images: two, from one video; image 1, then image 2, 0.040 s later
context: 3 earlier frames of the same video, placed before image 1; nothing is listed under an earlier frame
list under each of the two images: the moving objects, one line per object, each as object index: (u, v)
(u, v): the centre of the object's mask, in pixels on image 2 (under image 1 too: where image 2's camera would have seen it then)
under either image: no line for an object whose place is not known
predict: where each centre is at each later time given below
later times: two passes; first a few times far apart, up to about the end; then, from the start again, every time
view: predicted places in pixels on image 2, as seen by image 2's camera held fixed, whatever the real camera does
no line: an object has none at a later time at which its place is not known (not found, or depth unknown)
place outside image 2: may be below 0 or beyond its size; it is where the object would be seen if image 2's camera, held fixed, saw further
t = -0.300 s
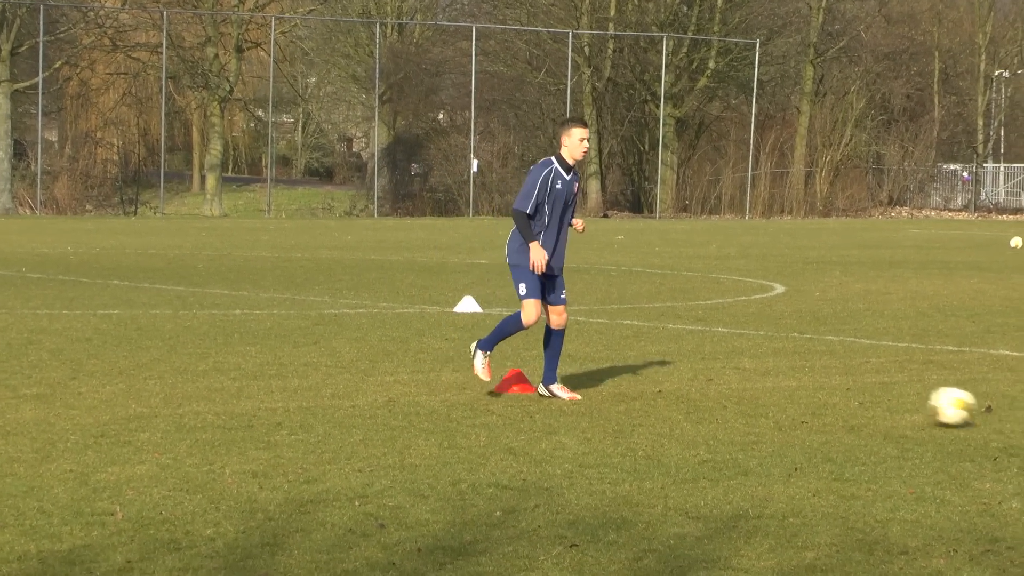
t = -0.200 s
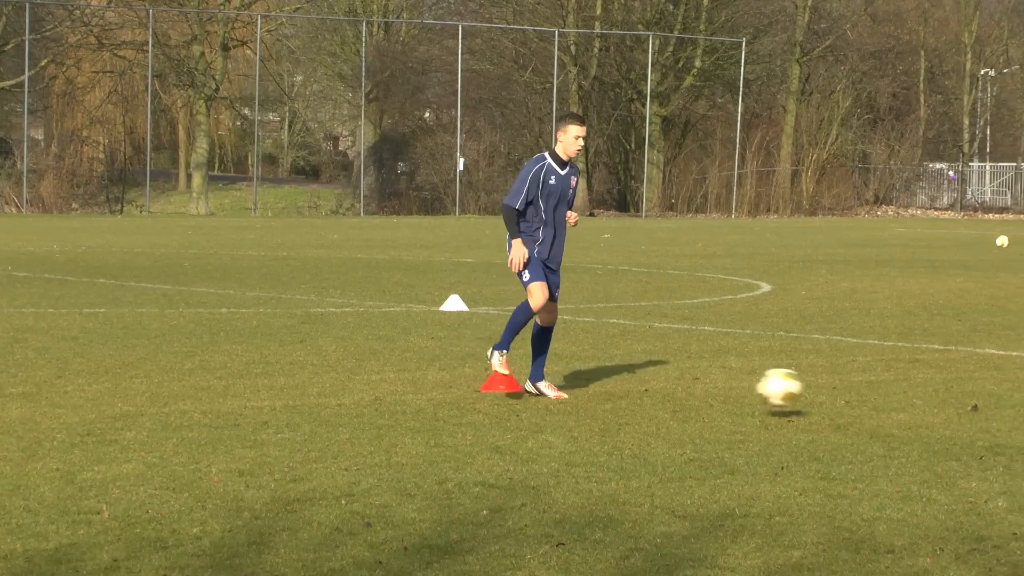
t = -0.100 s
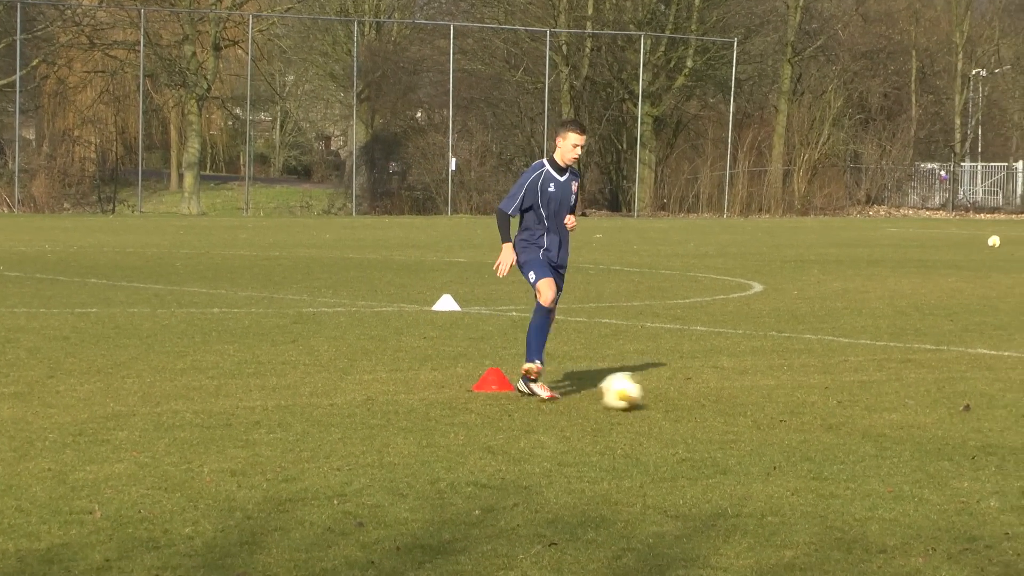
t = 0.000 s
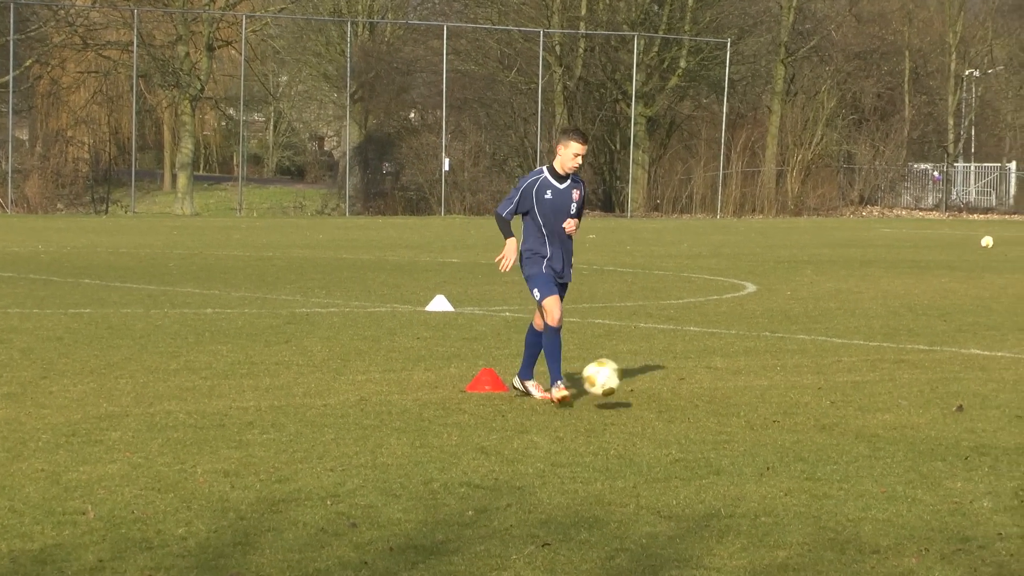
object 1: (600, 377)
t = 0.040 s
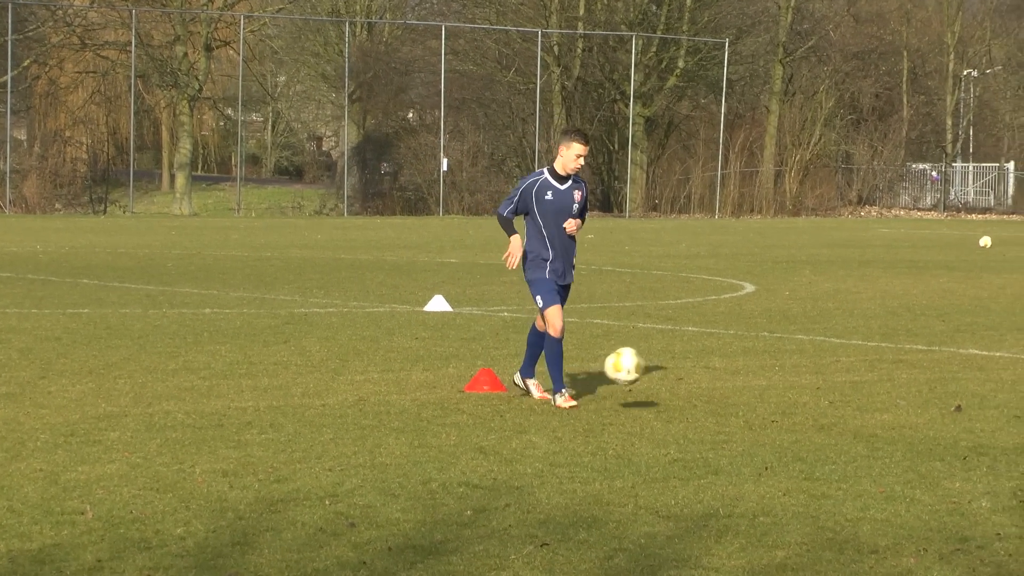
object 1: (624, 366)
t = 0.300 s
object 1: (787, 354)
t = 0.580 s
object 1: (970, 397)
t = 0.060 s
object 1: (636, 360)
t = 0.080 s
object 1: (649, 356)
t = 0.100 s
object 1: (660, 353)
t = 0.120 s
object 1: (673, 350)
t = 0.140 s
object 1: (685, 348)
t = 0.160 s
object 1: (699, 347)
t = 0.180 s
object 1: (711, 346)
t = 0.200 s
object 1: (724, 346)
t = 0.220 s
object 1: (736, 346)
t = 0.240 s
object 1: (748, 347)
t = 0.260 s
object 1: (762, 349)
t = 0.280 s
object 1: (773, 351)
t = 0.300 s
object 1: (787, 354)
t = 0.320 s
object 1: (800, 358)
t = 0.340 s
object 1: (812, 363)
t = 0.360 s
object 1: (826, 369)
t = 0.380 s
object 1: (839, 374)
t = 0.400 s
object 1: (852, 381)
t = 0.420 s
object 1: (864, 388)
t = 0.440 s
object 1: (878, 396)
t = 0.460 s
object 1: (892, 407)
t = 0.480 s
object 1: (905, 412)
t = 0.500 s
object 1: (917, 408)
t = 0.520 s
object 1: (931, 405)
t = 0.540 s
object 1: (944, 401)
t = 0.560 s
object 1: (958, 399)
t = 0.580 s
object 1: (970, 397)
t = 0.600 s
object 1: (984, 396)
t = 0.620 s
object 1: (998, 395)
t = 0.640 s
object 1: (1011, 396)
